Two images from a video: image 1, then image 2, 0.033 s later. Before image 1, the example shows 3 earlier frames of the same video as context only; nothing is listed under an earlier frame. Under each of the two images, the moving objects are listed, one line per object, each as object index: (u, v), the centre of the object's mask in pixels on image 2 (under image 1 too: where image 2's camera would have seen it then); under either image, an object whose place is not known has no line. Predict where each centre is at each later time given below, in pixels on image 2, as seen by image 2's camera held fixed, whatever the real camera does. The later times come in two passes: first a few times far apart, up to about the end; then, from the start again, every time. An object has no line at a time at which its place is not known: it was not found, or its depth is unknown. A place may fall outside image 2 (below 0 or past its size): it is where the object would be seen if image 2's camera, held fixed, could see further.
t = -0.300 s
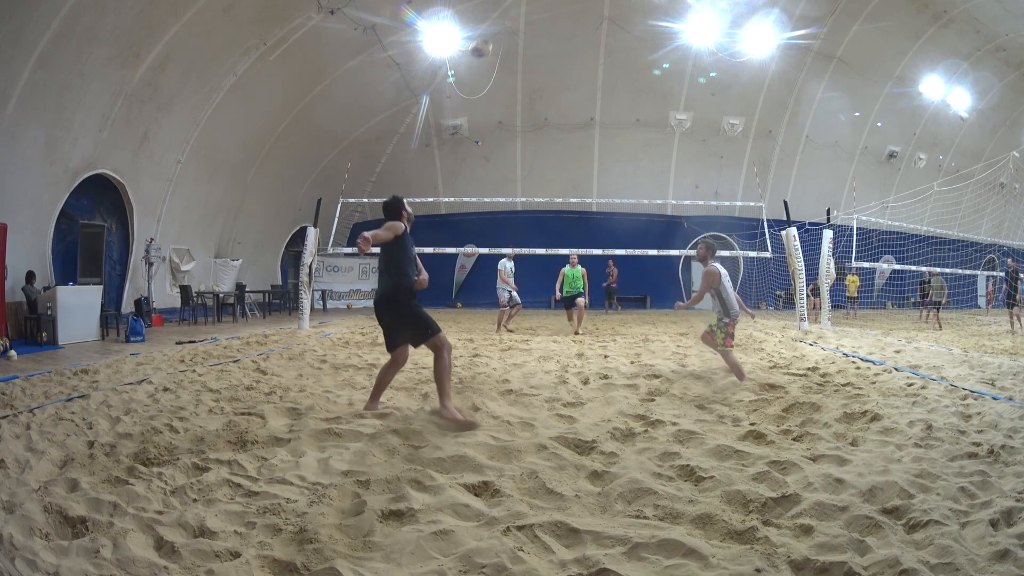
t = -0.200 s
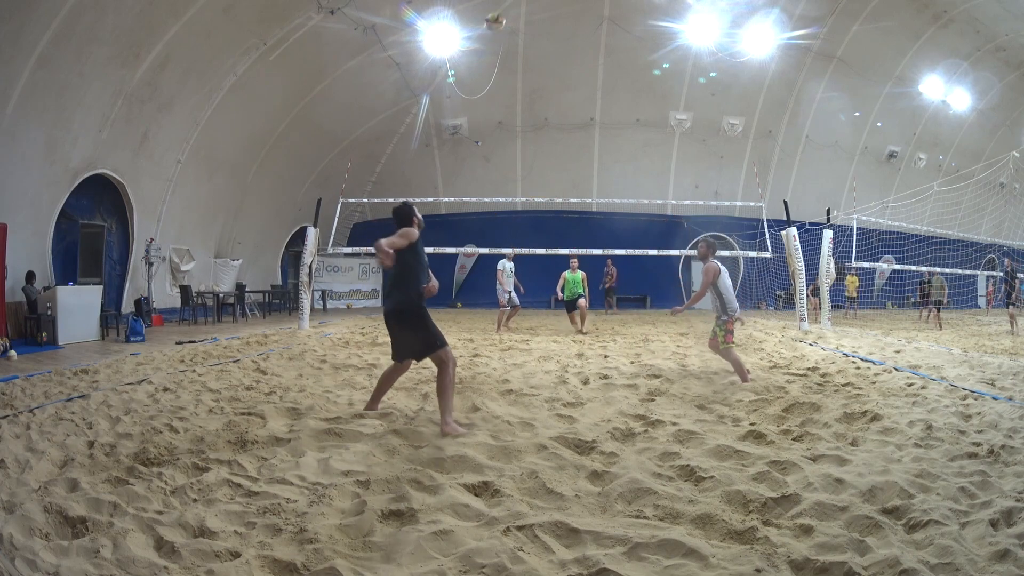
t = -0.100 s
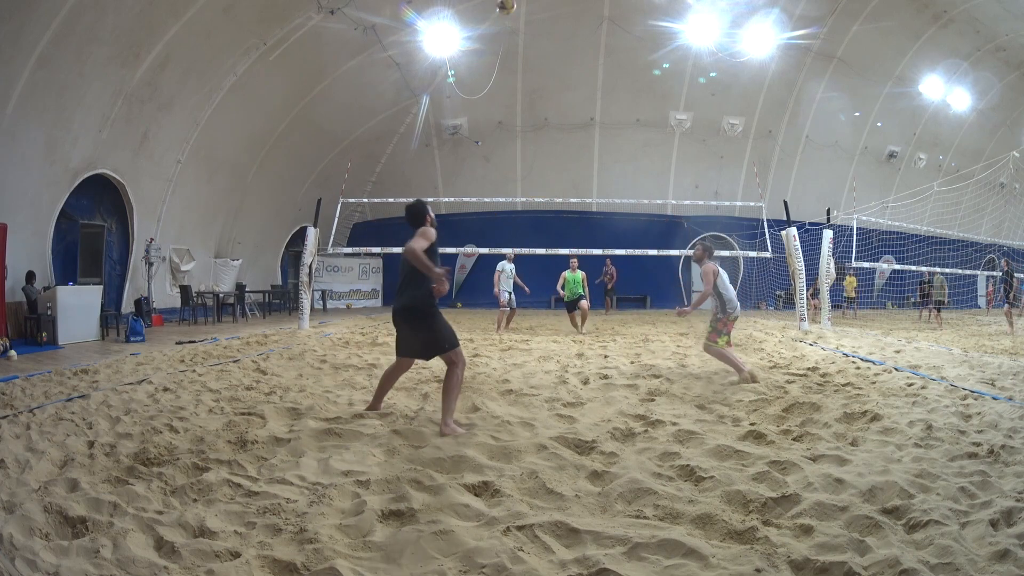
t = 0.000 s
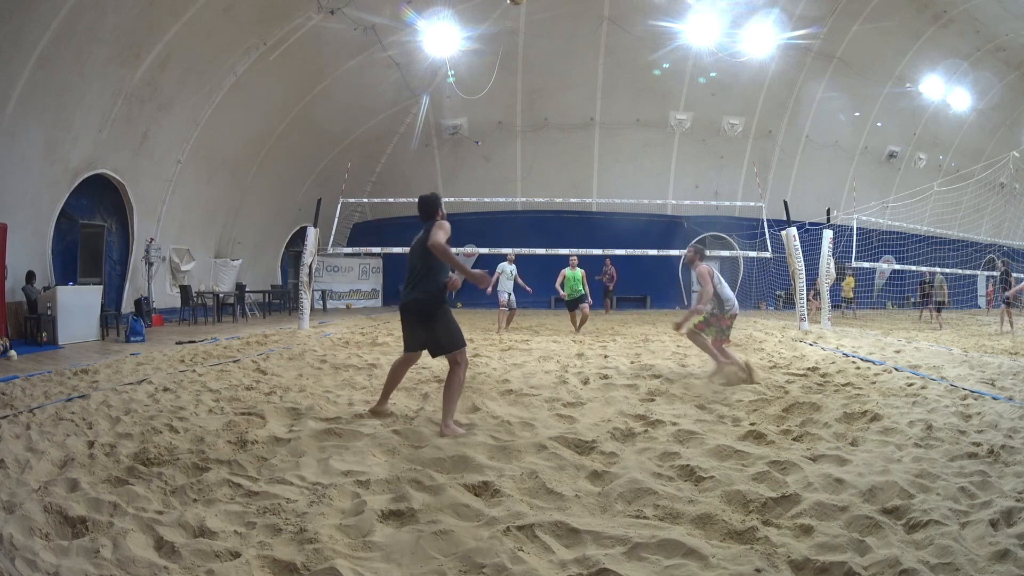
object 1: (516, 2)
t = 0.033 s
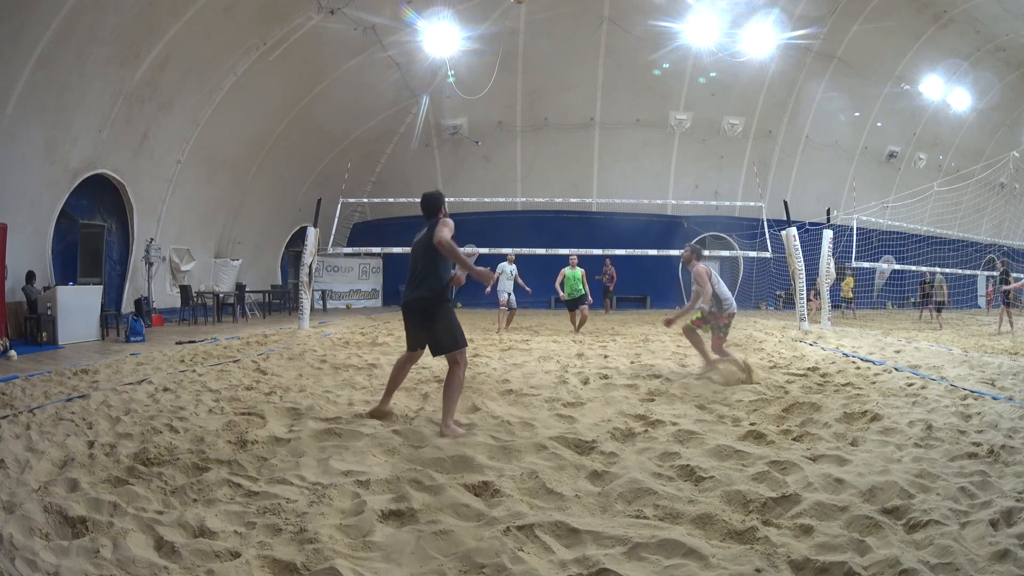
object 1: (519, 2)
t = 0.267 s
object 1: (540, 6)
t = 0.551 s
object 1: (563, 60)
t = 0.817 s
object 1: (584, 161)
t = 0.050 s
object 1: (521, 1)
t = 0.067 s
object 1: (521, 1)
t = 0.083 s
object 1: (523, 1)
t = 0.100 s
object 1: (525, 1)
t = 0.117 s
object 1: (527, 1)
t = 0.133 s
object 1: (528, 1)
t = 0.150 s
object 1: (530, 2)
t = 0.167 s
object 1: (531, 2)
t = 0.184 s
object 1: (533, 2)
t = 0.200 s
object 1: (534, 2)
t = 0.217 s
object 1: (536, 3)
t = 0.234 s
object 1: (537, 4)
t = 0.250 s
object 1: (539, 5)
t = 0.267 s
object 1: (540, 6)
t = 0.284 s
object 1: (541, 7)
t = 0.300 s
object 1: (542, 8)
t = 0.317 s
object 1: (544, 11)
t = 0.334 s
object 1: (545, 13)
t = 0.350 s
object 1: (546, 16)
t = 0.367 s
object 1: (548, 19)
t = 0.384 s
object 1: (549, 22)
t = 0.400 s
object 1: (551, 25)
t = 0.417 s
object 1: (552, 28)
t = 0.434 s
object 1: (553, 31)
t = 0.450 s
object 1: (555, 35)
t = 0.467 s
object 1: (556, 38)
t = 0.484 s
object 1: (557, 42)
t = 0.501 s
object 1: (559, 46)
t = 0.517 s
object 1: (560, 50)
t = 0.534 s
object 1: (561, 55)
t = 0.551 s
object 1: (563, 60)
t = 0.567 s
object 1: (564, 65)
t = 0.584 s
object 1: (565, 70)
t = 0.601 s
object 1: (567, 75)
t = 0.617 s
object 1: (568, 81)
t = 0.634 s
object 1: (569, 86)
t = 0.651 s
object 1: (571, 92)
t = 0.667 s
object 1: (572, 98)
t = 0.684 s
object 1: (573, 104)
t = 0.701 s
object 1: (575, 110)
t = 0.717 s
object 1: (576, 117)
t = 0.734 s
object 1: (577, 124)
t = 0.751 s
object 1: (579, 131)
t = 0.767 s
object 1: (580, 138)
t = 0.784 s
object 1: (581, 145)
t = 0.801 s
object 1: (582, 153)
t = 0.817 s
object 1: (584, 161)
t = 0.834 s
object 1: (585, 169)
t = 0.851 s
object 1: (586, 178)
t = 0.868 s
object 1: (588, 186)
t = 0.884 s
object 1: (589, 195)
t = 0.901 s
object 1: (590, 205)
